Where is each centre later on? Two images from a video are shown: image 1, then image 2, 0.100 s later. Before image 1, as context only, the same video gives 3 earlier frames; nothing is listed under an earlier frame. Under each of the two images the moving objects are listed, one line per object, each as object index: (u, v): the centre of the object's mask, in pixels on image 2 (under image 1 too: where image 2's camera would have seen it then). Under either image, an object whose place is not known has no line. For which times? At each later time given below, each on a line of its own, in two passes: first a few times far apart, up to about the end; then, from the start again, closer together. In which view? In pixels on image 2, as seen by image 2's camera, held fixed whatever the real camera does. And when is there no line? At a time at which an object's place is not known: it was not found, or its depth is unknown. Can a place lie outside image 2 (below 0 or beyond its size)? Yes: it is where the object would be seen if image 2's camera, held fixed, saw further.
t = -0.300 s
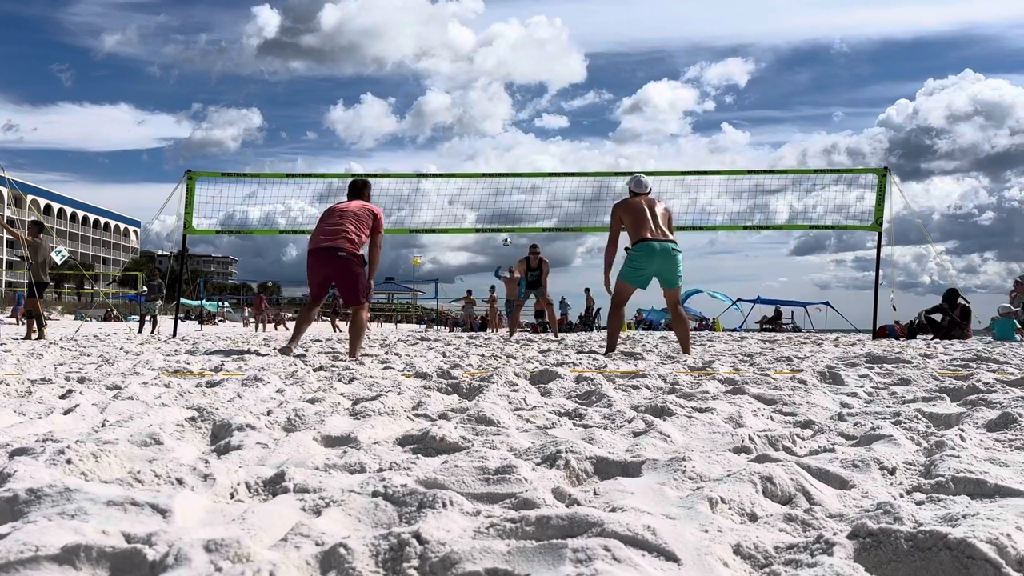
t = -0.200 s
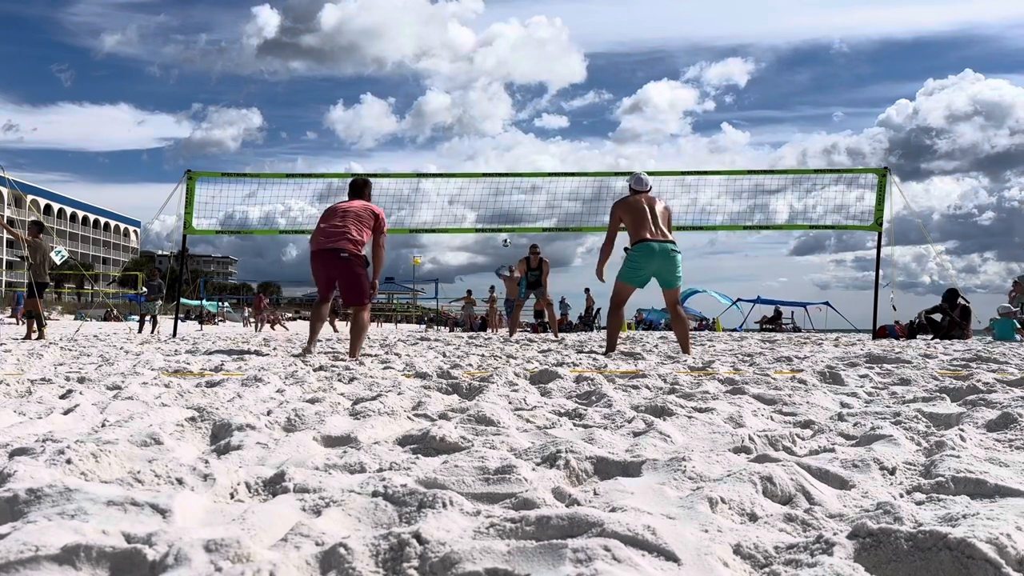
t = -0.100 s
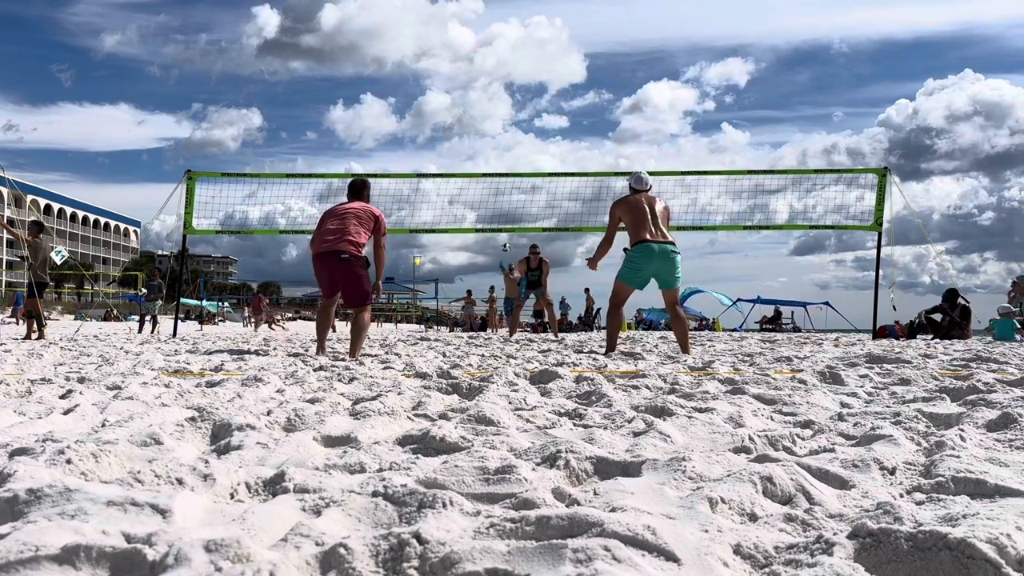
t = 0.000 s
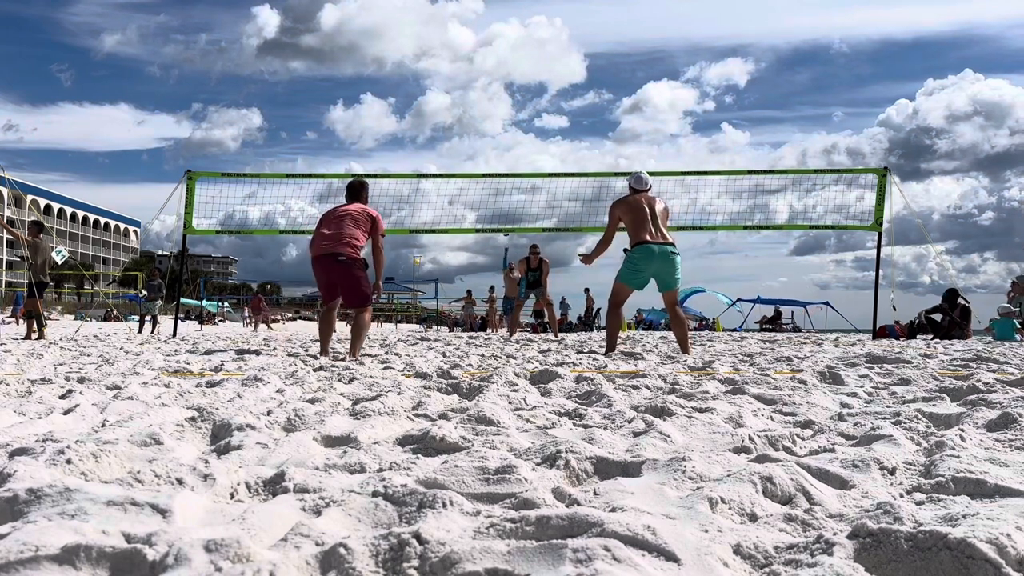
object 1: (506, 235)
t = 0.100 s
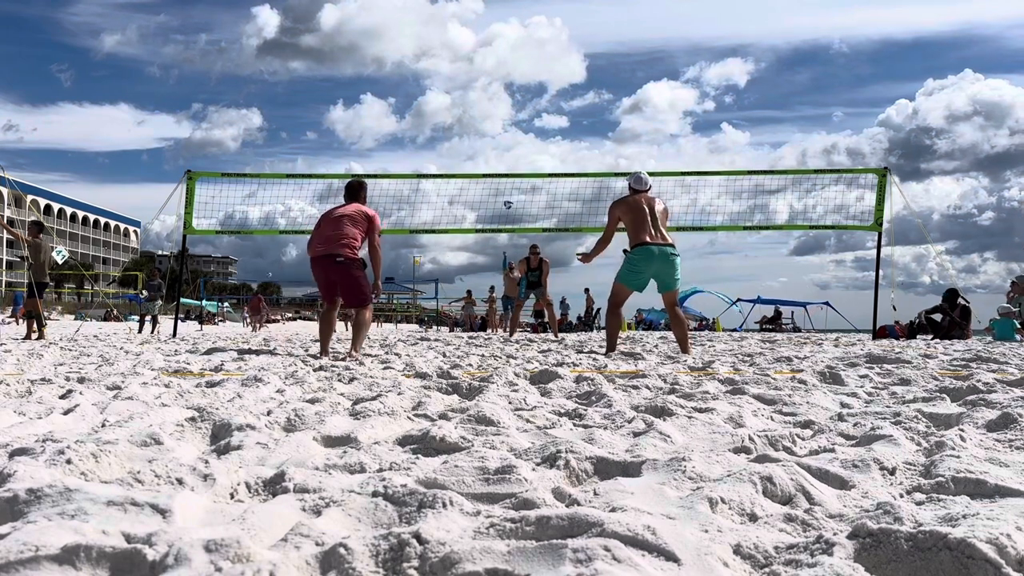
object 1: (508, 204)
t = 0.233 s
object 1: (510, 170)
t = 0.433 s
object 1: (513, 130)
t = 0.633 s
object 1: (516, 104)
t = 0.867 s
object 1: (517, 98)
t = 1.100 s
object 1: (514, 134)
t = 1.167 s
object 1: (513, 155)
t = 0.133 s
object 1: (509, 187)
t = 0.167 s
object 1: (509, 181)
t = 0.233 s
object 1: (510, 170)
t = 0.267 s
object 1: (510, 164)
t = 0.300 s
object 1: (511, 156)
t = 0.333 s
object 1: (512, 149)
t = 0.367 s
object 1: (512, 143)
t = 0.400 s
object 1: (513, 136)
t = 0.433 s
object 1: (513, 130)
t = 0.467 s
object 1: (514, 125)
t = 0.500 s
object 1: (514, 120)
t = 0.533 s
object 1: (514, 115)
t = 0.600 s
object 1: (515, 107)
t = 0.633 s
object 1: (516, 104)
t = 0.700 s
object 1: (516, 99)
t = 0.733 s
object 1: (516, 97)
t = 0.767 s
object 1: (517, 96)
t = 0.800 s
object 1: (517, 97)
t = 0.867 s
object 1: (517, 98)
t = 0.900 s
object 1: (517, 101)
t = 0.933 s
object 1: (517, 103)
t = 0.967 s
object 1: (516, 107)
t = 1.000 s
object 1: (516, 112)
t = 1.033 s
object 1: (515, 118)
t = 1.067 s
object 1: (515, 125)
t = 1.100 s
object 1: (514, 134)
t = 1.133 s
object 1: (513, 144)
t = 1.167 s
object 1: (513, 155)
